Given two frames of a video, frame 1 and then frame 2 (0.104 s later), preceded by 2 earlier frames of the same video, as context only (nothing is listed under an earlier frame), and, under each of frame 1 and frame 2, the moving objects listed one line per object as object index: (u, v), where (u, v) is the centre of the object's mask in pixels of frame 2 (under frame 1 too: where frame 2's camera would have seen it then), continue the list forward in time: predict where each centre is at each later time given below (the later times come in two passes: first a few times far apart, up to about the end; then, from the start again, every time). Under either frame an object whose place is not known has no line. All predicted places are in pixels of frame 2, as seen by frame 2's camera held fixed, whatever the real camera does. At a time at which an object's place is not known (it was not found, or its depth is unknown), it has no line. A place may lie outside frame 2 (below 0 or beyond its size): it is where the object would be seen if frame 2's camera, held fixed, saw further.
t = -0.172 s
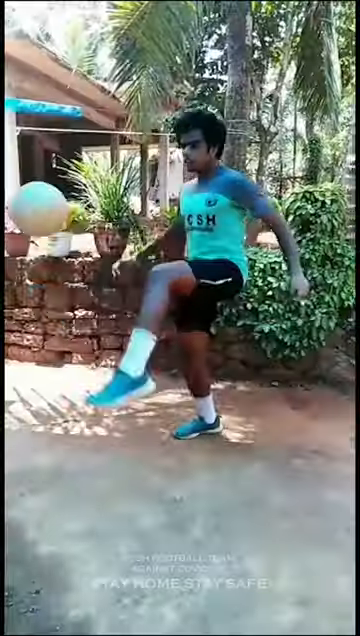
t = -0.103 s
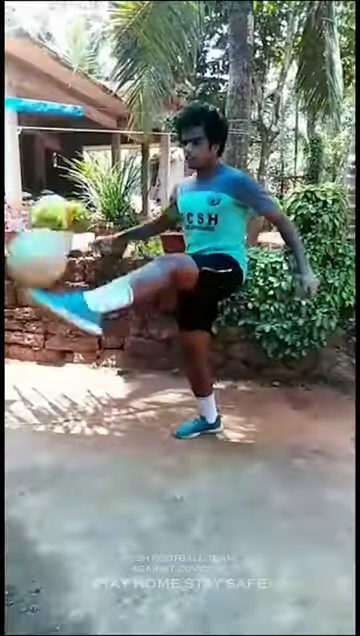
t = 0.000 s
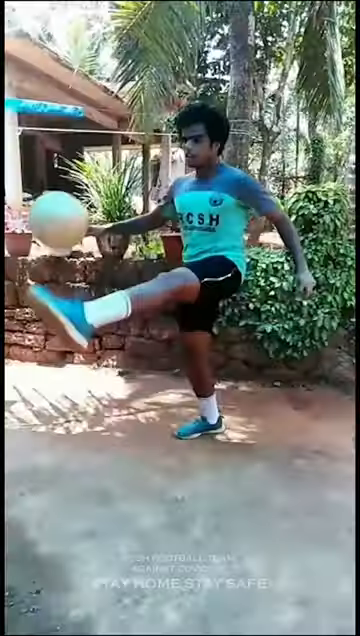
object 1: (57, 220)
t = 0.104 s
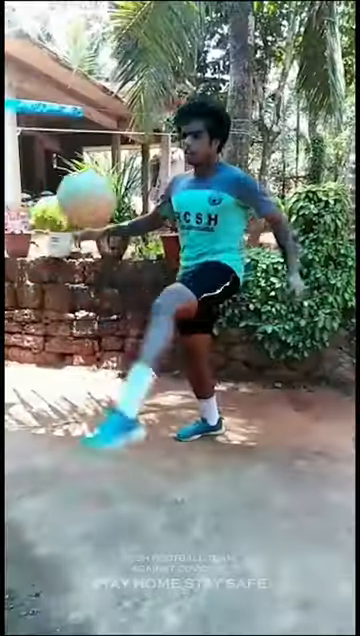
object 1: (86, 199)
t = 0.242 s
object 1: (126, 212)
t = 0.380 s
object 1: (166, 273)
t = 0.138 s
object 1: (96, 197)
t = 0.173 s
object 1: (106, 198)
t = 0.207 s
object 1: (116, 204)
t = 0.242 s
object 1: (126, 212)
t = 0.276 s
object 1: (136, 223)
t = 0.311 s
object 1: (146, 237)
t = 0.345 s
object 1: (155, 253)
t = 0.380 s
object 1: (166, 273)
